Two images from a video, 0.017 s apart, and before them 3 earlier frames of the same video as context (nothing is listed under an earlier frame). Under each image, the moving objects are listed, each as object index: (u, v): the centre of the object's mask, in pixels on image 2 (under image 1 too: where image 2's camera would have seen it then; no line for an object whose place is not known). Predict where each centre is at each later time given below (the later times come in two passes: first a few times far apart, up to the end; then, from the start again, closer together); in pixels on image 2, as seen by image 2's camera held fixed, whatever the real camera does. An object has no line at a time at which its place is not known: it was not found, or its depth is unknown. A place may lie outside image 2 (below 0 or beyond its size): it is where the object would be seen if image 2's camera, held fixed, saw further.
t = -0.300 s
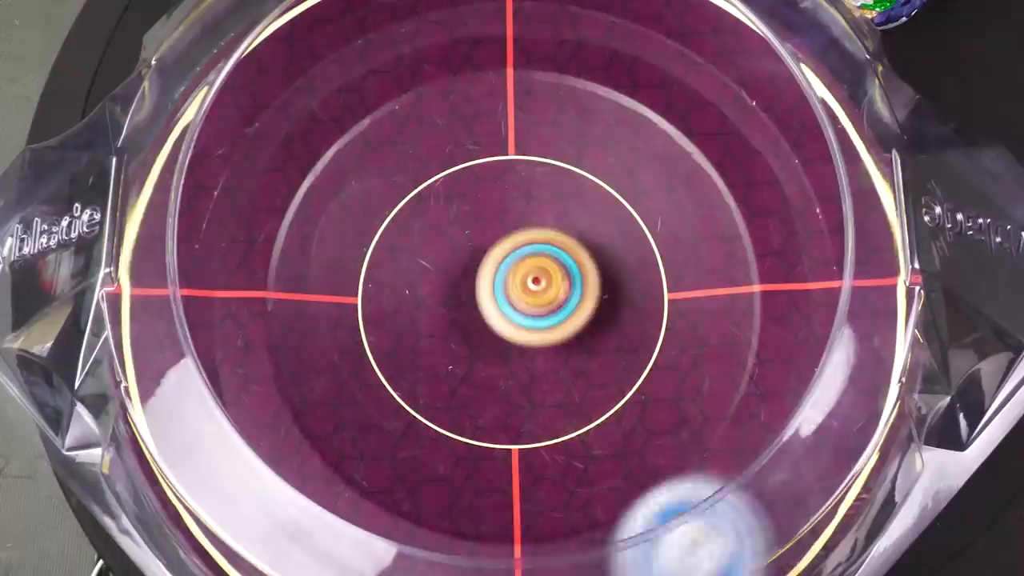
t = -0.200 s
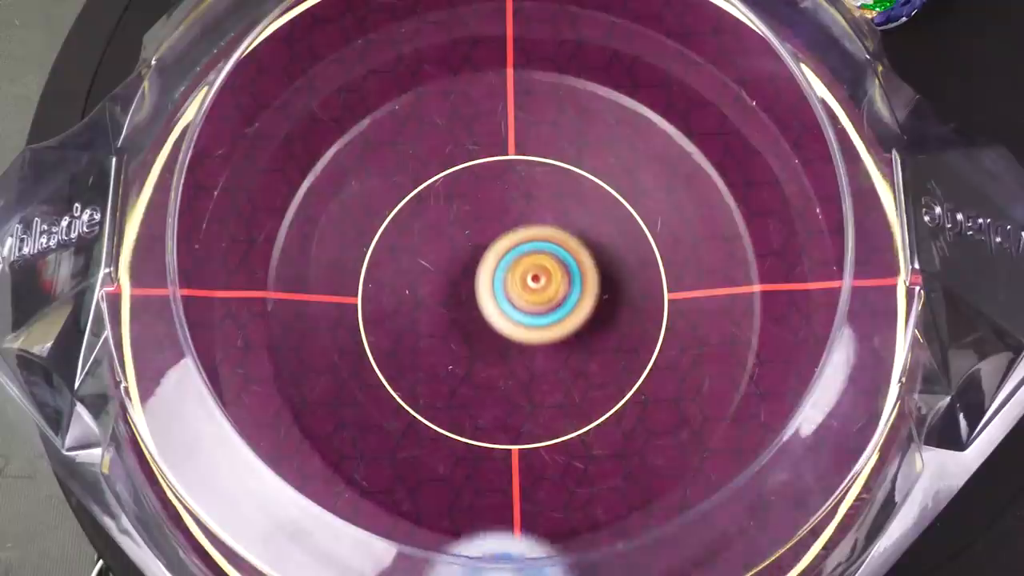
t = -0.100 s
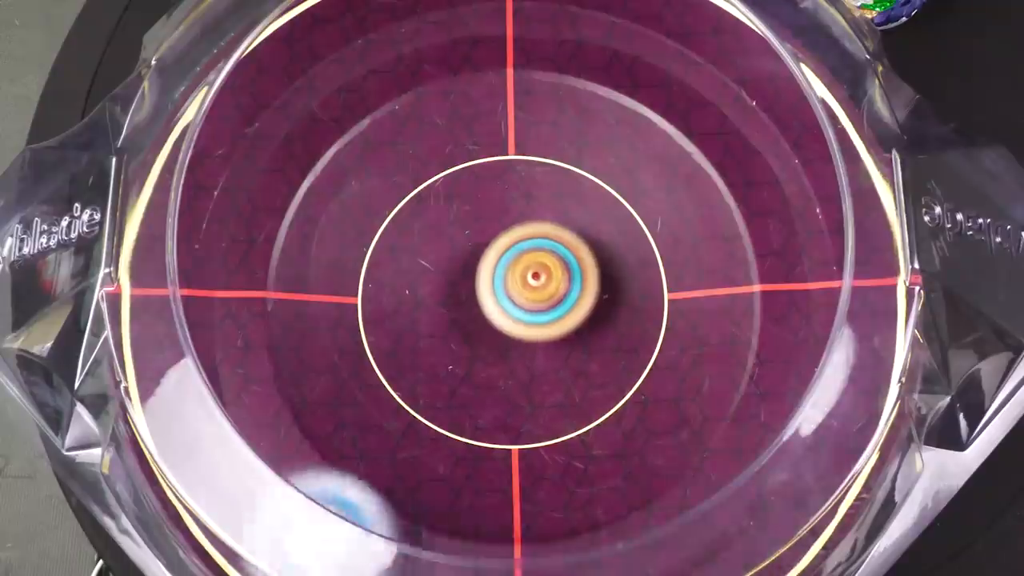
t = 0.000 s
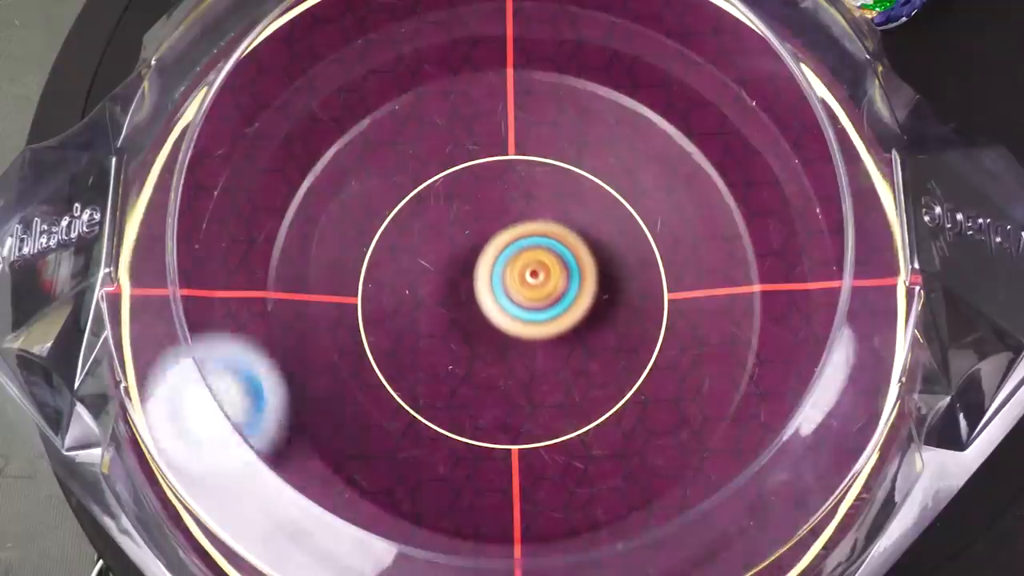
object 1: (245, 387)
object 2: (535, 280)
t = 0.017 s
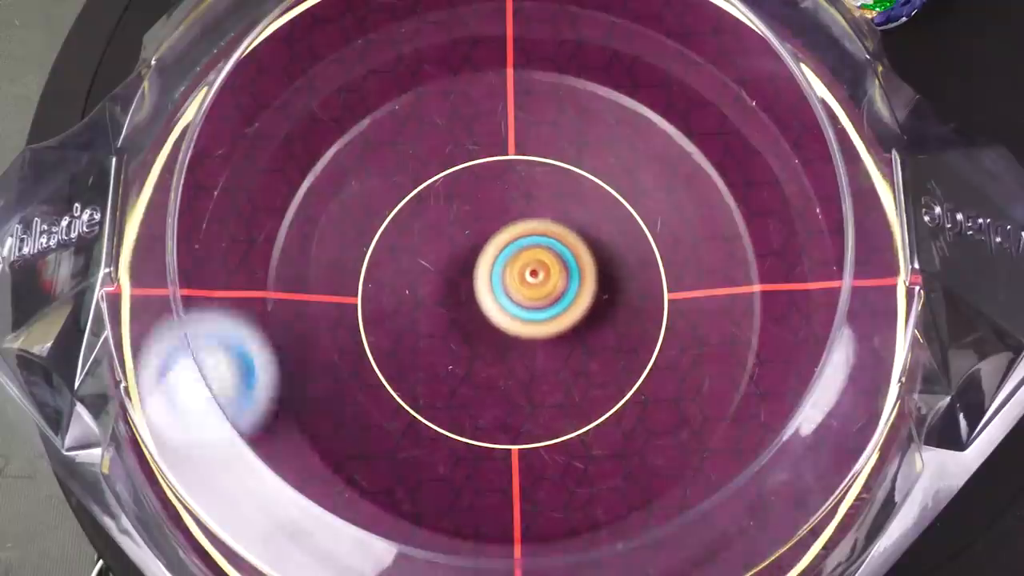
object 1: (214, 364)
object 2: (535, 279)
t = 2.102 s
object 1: (750, 488)
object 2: (500, 289)
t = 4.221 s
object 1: (285, 418)
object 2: (520, 286)
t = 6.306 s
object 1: (533, 74)
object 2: (512, 294)
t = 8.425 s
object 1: (471, 118)
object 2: (510, 283)
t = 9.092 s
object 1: (411, 426)
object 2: (509, 289)
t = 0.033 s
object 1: (204, 343)
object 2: (535, 278)
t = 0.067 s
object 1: (194, 299)
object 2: (535, 278)
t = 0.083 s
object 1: (195, 273)
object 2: (534, 277)
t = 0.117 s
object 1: (204, 222)
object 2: (533, 277)
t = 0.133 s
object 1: (211, 199)
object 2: (533, 277)
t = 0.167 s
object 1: (230, 152)
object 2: (532, 276)
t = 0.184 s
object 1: (242, 129)
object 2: (532, 276)
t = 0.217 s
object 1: (277, 92)
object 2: (531, 274)
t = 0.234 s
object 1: (292, 74)
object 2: (531, 274)
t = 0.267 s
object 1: (332, 47)
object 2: (531, 273)
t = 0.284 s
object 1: (354, 40)
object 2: (531, 273)
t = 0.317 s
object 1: (402, 28)
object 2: (530, 274)
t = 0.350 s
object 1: (455, 22)
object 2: (528, 274)
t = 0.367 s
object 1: (481, 21)
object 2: (527, 273)
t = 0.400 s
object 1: (536, 20)
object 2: (525, 272)
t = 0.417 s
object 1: (565, 21)
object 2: (524, 272)
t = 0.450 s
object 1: (617, 27)
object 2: (522, 270)
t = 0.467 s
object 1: (642, 32)
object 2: (521, 268)
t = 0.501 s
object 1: (689, 45)
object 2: (520, 267)
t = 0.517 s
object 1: (708, 55)
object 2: (520, 267)
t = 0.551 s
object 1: (747, 86)
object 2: (519, 267)
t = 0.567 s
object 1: (767, 107)
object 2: (519, 268)
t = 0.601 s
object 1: (796, 152)
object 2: (519, 268)
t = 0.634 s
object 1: (818, 201)
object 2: (518, 267)
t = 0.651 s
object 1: (826, 224)
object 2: (518, 267)
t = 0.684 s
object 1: (832, 277)
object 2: (517, 266)
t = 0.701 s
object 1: (833, 306)
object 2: (517, 266)
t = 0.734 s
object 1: (826, 361)
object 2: (517, 266)
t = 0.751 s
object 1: (820, 388)
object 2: (517, 266)
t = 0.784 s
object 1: (797, 436)
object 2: (517, 266)
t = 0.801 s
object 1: (782, 462)
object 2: (517, 266)
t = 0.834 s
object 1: (744, 506)
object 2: (516, 267)
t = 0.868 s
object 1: (697, 528)
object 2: (515, 268)
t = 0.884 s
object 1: (673, 535)
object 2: (514, 268)
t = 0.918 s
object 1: (617, 547)
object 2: (513, 268)
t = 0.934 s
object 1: (589, 551)
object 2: (512, 268)
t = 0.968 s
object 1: (530, 556)
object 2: (511, 269)
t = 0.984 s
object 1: (498, 556)
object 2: (510, 269)
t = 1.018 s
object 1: (450, 552)
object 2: (509, 269)
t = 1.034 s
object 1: (427, 535)
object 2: (509, 269)
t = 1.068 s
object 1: (387, 525)
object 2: (508, 269)
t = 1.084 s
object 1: (359, 505)
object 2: (508, 269)
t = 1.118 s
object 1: (319, 477)
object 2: (508, 269)
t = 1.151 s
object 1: (286, 445)
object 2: (507, 270)
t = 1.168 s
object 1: (272, 427)
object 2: (507, 270)
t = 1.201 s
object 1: (218, 402)
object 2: (507, 271)
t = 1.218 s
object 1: (211, 378)
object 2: (506, 271)
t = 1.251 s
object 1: (201, 329)
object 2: (506, 272)
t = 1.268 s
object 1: (198, 306)
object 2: (506, 272)
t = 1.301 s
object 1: (199, 260)
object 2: (505, 273)
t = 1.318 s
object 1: (203, 235)
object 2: (504, 273)
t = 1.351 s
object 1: (217, 193)
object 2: (504, 274)
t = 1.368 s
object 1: (225, 171)
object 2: (504, 274)
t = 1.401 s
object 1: (247, 129)
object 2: (503, 274)
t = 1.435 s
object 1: (276, 93)
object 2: (503, 275)
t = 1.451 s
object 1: (291, 77)
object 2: (502, 275)
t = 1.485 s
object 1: (325, 50)
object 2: (502, 276)
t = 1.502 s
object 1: (344, 42)
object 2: (502, 276)
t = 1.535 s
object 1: (386, 30)
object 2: (501, 277)
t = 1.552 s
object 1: (410, 27)
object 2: (501, 277)
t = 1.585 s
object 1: (460, 22)
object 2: (501, 278)
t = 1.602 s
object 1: (485, 21)
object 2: (500, 278)
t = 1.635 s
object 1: (534, 21)
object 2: (500, 279)
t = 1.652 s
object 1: (559, 22)
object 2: (500, 279)
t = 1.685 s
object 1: (607, 26)
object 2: (500, 280)
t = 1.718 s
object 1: (654, 35)
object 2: (499, 280)
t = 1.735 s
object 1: (675, 41)
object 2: (499, 281)
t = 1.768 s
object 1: (711, 58)
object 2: (499, 281)
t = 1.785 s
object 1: (729, 74)
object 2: (499, 282)
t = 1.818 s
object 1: (759, 110)
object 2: (499, 282)
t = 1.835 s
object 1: (774, 130)
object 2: (499, 283)
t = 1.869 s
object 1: (799, 173)
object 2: (499, 284)
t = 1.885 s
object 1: (807, 195)
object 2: (499, 284)
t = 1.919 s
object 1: (820, 242)
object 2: (499, 285)
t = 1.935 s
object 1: (822, 265)
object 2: (499, 285)
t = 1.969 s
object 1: (821, 314)
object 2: (499, 286)
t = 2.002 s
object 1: (813, 363)
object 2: (499, 287)
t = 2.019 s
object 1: (805, 385)
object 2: (499, 287)
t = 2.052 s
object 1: (787, 431)
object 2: (499, 288)
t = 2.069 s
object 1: (773, 454)
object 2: (499, 288)
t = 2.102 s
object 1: (750, 488)
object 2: (500, 289)
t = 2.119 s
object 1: (736, 504)
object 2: (500, 289)
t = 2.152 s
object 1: (705, 522)
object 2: (500, 290)
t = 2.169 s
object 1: (689, 528)
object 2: (501, 290)
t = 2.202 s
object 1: (653, 539)
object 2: (501, 291)
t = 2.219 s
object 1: (635, 542)
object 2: (501, 292)
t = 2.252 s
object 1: (596, 547)
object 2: (502, 293)
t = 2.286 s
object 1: (556, 550)
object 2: (502, 293)
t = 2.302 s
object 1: (537, 551)
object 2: (502, 294)
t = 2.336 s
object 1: (499, 550)
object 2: (503, 295)
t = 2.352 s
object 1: (479, 549)
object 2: (503, 295)
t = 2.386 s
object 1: (441, 545)
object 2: (503, 296)
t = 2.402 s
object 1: (433, 528)
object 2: (504, 296)
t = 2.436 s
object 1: (406, 525)
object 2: (504, 296)
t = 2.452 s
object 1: (390, 519)
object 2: (504, 297)
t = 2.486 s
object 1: (355, 494)
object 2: (505, 297)
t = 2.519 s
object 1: (327, 475)
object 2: (505, 297)
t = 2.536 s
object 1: (314, 464)
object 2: (505, 298)
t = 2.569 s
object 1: (289, 440)
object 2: (506, 298)
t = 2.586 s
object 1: (278, 427)
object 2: (506, 298)
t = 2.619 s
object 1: (258, 399)
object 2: (506, 299)
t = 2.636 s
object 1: (241, 382)
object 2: (507, 299)
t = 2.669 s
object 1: (220, 353)
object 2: (507, 299)
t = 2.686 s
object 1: (211, 338)
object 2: (508, 299)
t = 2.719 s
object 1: (201, 307)
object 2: (508, 299)
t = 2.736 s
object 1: (200, 289)
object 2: (509, 299)
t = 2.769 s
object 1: (203, 251)
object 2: (509, 299)
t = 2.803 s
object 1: (214, 214)
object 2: (510, 300)
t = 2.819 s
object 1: (221, 195)
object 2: (510, 300)
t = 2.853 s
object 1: (240, 159)
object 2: (510, 300)
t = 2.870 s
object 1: (252, 143)
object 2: (511, 300)
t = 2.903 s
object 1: (275, 109)
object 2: (511, 300)
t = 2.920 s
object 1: (289, 94)
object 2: (512, 300)
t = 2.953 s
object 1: (320, 67)
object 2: (512, 300)
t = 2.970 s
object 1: (336, 56)
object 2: (513, 300)
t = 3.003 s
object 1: (370, 42)
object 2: (513, 300)
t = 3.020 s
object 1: (389, 37)
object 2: (513, 300)
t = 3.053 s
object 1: (428, 30)
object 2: (514, 300)
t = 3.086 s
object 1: (469, 26)
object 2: (514, 300)
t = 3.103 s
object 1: (490, 25)
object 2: (514, 300)
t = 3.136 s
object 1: (532, 24)
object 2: (515, 300)
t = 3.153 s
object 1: (553, 26)
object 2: (515, 300)
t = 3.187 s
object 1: (594, 30)
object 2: (515, 299)
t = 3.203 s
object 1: (614, 32)
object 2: (515, 299)
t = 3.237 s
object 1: (653, 41)
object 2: (516, 299)
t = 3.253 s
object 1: (670, 48)
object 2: (516, 299)
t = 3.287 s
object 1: (703, 65)
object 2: (516, 298)
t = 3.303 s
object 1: (719, 79)
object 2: (516, 298)
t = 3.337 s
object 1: (747, 108)
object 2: (517, 297)
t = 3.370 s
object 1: (769, 143)
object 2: (517, 297)
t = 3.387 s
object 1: (778, 159)
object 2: (517, 297)
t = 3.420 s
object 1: (796, 194)
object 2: (518, 296)
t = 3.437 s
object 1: (802, 211)
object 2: (518, 296)
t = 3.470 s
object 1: (809, 246)
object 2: (518, 295)
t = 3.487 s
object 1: (812, 264)
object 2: (518, 295)
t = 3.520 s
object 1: (811, 296)
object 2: (519, 295)
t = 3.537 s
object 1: (810, 314)
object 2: (519, 294)
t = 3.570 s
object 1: (806, 353)
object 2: (519, 294)
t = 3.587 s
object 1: (802, 369)
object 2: (519, 294)
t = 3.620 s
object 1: (792, 401)
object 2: (519, 293)
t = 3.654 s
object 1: (773, 436)
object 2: (520, 292)
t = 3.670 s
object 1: (765, 450)
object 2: (520, 292)
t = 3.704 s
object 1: (744, 479)
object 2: (520, 292)
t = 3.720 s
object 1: (732, 492)
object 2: (520, 291)
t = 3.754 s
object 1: (704, 512)
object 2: (521, 291)
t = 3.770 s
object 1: (689, 518)
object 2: (521, 290)
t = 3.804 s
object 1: (658, 528)
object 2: (521, 290)
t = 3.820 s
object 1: (641, 532)
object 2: (521, 290)
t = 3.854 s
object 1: (607, 538)
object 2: (521, 289)
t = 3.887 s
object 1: (572, 542)
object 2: (521, 289)
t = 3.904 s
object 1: (553, 543)
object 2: (521, 289)
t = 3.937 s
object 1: (517, 544)
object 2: (521, 288)
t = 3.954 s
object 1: (499, 543)
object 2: (521, 288)
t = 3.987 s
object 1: (464, 540)
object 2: (521, 288)
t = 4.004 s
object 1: (449, 537)
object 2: (521, 287)
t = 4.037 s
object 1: (426, 524)
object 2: (521, 287)
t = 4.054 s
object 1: (410, 513)
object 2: (521, 287)
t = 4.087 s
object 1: (381, 500)
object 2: (521, 286)
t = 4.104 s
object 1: (367, 492)
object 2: (521, 286)
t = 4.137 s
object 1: (341, 474)
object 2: (521, 286)
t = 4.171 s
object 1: (317, 454)
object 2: (521, 286)
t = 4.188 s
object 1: (305, 443)
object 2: (520, 286)
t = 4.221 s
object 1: (285, 418)
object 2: (520, 286)
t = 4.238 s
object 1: (276, 406)
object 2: (520, 286)
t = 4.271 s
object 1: (260, 378)
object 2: (519, 285)
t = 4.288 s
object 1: (254, 363)
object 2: (519, 285)
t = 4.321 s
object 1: (237, 333)
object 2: (519, 284)
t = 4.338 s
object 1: (232, 317)
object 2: (519, 284)
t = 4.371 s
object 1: (230, 284)
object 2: (518, 284)
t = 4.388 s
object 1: (232, 267)
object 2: (518, 284)
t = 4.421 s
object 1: (233, 234)
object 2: (518, 284)
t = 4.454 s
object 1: (238, 203)
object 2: (517, 284)
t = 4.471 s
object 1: (242, 187)
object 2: (517, 283)
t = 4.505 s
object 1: (253, 156)
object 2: (517, 283)
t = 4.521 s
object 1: (260, 142)
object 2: (516, 283)
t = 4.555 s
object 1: (275, 115)
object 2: (516, 283)
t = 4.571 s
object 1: (285, 101)
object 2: (516, 283)
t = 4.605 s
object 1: (309, 77)
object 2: (515, 283)
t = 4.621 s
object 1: (323, 67)
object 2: (515, 283)
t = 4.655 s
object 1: (350, 51)
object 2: (514, 283)
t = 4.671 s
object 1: (366, 45)
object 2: (514, 283)
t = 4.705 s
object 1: (399, 37)
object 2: (514, 283)
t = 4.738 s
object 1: (435, 32)
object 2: (513, 283)
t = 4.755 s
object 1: (454, 30)
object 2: (513, 283)
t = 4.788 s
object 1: (491, 28)
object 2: (513, 283)
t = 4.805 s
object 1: (511, 28)
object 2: (513, 283)
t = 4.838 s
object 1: (547, 30)
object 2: (512, 283)
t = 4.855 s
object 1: (565, 31)
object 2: (512, 283)
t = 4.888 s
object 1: (601, 35)
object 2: (511, 283)
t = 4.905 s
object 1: (618, 38)
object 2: (511, 283)
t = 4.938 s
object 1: (651, 46)
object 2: (511, 283)
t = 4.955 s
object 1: (666, 52)
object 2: (510, 283)
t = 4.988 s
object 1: (692, 66)
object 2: (510, 283)
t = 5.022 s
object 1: (717, 85)
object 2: (510, 283)
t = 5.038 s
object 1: (726, 96)
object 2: (510, 283)
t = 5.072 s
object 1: (744, 117)
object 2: (509, 284)
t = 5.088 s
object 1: (754, 128)
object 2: (509, 284)
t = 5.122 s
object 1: (769, 154)
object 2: (509, 284)
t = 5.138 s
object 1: (775, 167)
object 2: (509, 284)
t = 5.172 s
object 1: (784, 193)
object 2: (509, 284)
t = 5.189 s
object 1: (790, 207)
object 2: (509, 284)
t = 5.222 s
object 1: (797, 236)
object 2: (508, 284)
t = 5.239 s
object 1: (798, 251)
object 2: (508, 284)
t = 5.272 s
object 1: (800, 281)
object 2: (508, 285)
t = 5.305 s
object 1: (799, 313)
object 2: (508, 285)
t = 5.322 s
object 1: (796, 328)
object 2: (508, 285)
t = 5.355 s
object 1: (788, 359)
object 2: (508, 285)
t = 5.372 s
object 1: (784, 373)
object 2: (507, 285)
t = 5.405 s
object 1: (770, 402)
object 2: (507, 286)
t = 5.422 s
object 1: (755, 418)
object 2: (507, 286)
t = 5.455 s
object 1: (739, 444)
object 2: (507, 286)
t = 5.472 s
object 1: (730, 455)
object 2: (507, 286)
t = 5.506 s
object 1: (706, 478)
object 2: (507, 287)
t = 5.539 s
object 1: (677, 496)
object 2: (507, 287)
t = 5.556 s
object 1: (663, 504)
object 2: (507, 287)
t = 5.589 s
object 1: (632, 514)
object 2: (507, 288)
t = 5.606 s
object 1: (615, 516)
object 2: (507, 288)
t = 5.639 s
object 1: (583, 521)
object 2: (507, 288)
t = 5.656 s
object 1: (566, 522)
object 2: (507, 288)
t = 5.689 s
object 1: (530, 522)
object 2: (507, 289)
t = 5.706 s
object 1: (512, 521)
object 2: (507, 289)
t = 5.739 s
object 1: (474, 514)
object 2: (507, 289)
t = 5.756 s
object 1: (455, 509)
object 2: (507, 290)
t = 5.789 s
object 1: (419, 488)
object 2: (508, 290)
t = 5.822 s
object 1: (384, 465)
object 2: (508, 290)
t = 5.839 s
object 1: (368, 451)
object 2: (508, 291)
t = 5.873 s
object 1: (341, 421)
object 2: (508, 291)
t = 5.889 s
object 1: (330, 404)
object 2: (509, 291)
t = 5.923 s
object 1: (313, 367)
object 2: (509, 291)
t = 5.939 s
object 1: (306, 348)
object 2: (509, 291)
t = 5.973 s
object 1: (299, 309)
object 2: (509, 292)
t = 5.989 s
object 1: (298, 290)
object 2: (509, 292)
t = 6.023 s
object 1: (301, 251)
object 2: (509, 292)
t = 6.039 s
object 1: (306, 231)
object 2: (509, 292)
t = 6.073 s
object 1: (320, 198)
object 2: (509, 292)
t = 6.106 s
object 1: (339, 164)
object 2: (510, 293)
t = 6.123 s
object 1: (351, 150)
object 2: (510, 293)
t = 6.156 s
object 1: (376, 123)
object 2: (510, 294)
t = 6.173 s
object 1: (392, 111)
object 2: (510, 294)
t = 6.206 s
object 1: (423, 92)
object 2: (511, 294)
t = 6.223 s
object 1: (440, 85)
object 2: (511, 294)
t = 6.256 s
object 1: (476, 76)
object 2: (512, 294)
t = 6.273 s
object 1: (495, 73)
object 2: (512, 294)
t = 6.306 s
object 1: (533, 74)
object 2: (512, 294)
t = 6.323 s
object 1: (552, 75)
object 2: (513, 294)
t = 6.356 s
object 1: (589, 86)
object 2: (513, 294)
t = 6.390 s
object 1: (624, 101)
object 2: (513, 294)
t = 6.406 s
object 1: (641, 113)
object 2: (513, 294)
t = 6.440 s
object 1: (668, 137)
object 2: (513, 294)
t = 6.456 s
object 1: (682, 152)
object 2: (513, 294)
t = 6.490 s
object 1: (700, 184)
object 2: (513, 294)
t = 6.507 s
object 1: (709, 202)
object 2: (514, 294)
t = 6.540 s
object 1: (721, 240)
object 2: (514, 294)
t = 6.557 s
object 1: (724, 258)
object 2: (514, 294)
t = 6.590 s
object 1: (724, 298)
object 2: (514, 294)
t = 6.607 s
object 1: (721, 318)
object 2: (514, 294)
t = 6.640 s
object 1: (710, 356)
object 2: (515, 294)
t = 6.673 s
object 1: (689, 391)
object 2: (515, 294)
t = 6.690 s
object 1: (677, 406)
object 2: (515, 294)
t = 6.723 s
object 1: (646, 436)
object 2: (516, 294)
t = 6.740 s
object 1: (631, 447)
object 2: (516, 294)
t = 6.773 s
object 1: (593, 466)
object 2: (516, 294)
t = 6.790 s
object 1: (574, 473)
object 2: (516, 294)
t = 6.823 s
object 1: (533, 480)
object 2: (516, 294)
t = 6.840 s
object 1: (513, 481)
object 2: (517, 293)
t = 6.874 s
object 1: (472, 476)
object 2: (517, 293)
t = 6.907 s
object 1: (433, 465)
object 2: (517, 293)
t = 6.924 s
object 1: (415, 455)
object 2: (517, 293)
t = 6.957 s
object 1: (382, 434)
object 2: (517, 292)
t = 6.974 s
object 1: (368, 421)
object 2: (517, 292)
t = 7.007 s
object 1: (343, 391)
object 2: (518, 292)
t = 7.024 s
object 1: (333, 376)
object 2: (518, 292)
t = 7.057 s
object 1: (319, 341)
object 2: (518, 292)
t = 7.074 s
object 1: (313, 324)
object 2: (517, 292)
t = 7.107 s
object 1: (309, 288)
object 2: (518, 292)
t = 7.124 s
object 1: (309, 270)
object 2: (518, 292)
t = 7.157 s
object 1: (316, 233)
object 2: (518, 291)
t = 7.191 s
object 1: (329, 202)
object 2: (519, 291)
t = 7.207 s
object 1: (339, 186)
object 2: (518, 291)
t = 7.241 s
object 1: (360, 158)
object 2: (519, 290)
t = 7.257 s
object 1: (374, 146)
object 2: (519, 290)
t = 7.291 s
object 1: (403, 124)
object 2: (518, 289)
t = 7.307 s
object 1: (418, 115)
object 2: (518, 289)
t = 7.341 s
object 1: (452, 103)
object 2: (518, 289)
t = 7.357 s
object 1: (468, 99)
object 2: (518, 289)
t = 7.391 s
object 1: (505, 95)
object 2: (518, 289)
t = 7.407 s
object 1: (523, 94)
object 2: (518, 289)
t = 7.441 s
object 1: (559, 101)
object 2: (518, 289)
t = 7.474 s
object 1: (594, 113)
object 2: (518, 288)
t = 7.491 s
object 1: (609, 121)
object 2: (518, 288)
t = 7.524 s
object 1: (639, 145)
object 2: (518, 288)
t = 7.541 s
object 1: (652, 156)
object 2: (518, 288)
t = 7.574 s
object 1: (674, 187)
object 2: (518, 287)
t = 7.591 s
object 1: (683, 203)
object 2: (518, 287)
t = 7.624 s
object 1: (696, 238)
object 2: (518, 287)
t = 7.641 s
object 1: (700, 256)
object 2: (518, 286)
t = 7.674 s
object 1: (702, 294)
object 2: (517, 286)
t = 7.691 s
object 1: (700, 312)
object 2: (517, 286)
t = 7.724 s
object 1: (689, 350)
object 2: (517, 286)
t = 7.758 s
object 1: (673, 384)
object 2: (516, 285)
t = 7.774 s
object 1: (663, 399)
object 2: (516, 285)
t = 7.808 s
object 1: (635, 428)
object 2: (515, 285)
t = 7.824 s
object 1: (621, 439)
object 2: (516, 285)
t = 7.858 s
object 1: (587, 458)
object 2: (515, 285)
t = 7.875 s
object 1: (568, 464)
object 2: (515, 285)
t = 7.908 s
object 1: (530, 473)
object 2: (515, 285)
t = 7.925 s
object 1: (510, 473)
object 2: (515, 285)
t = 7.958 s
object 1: (472, 470)
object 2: (515, 285)
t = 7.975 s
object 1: (453, 465)
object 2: (515, 285)
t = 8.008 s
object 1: (419, 450)
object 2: (515, 285)
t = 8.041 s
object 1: (388, 430)
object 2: (515, 284)
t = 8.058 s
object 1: (374, 417)
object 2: (514, 285)
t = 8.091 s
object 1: (352, 390)
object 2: (514, 285)
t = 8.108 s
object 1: (342, 374)
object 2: (513, 285)
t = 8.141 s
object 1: (329, 341)
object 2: (513, 284)
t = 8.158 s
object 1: (326, 326)
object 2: (513, 285)
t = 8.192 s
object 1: (323, 290)
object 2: (513, 285)
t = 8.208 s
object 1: (324, 273)
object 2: (513, 285)
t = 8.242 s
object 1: (332, 239)
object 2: (513, 284)
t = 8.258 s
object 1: (338, 223)
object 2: (513, 285)
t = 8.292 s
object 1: (355, 193)
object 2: (513, 284)
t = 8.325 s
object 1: (378, 167)
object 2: (513, 283)
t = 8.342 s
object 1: (392, 156)
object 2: (513, 283)
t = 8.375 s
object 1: (420, 136)
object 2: (512, 283)
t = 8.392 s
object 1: (437, 129)
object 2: (512, 282)
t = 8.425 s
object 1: (471, 118)
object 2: (510, 283)
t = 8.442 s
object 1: (487, 115)
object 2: (510, 282)
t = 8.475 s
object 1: (523, 113)
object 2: (510, 284)
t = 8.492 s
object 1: (543, 115)
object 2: (510, 284)
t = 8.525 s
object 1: (577, 123)
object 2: (510, 285)
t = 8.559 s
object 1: (609, 137)
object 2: (510, 285)
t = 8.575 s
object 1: (624, 148)
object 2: (510, 285)
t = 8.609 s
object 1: (649, 170)
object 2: (510, 285)
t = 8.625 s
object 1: (660, 182)
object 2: (510, 285)
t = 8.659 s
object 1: (678, 212)
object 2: (510, 285)
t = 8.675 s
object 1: (686, 227)
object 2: (510, 286)
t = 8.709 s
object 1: (695, 260)
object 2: (509, 286)
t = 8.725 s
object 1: (697, 280)
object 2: (509, 286)
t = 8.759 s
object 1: (696, 315)
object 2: (509, 286)
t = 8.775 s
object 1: (691, 331)
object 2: (509, 287)
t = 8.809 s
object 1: (678, 366)
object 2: (508, 287)
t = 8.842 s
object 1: (659, 395)
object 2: (509, 288)
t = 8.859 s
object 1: (648, 408)
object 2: (509, 289)
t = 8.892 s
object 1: (620, 431)
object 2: (509, 289)
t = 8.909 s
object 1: (603, 441)
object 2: (509, 289)
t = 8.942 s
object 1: (568, 456)
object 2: (509, 289)
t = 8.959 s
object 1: (550, 460)
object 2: (509, 289)
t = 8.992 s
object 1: (514, 463)
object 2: (509, 289)
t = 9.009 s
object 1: (495, 461)
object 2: (509, 289)
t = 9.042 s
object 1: (459, 452)
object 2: (509, 289)
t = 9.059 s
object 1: (442, 445)
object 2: (509, 289)
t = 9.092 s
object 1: (411, 426)
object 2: (509, 289)
